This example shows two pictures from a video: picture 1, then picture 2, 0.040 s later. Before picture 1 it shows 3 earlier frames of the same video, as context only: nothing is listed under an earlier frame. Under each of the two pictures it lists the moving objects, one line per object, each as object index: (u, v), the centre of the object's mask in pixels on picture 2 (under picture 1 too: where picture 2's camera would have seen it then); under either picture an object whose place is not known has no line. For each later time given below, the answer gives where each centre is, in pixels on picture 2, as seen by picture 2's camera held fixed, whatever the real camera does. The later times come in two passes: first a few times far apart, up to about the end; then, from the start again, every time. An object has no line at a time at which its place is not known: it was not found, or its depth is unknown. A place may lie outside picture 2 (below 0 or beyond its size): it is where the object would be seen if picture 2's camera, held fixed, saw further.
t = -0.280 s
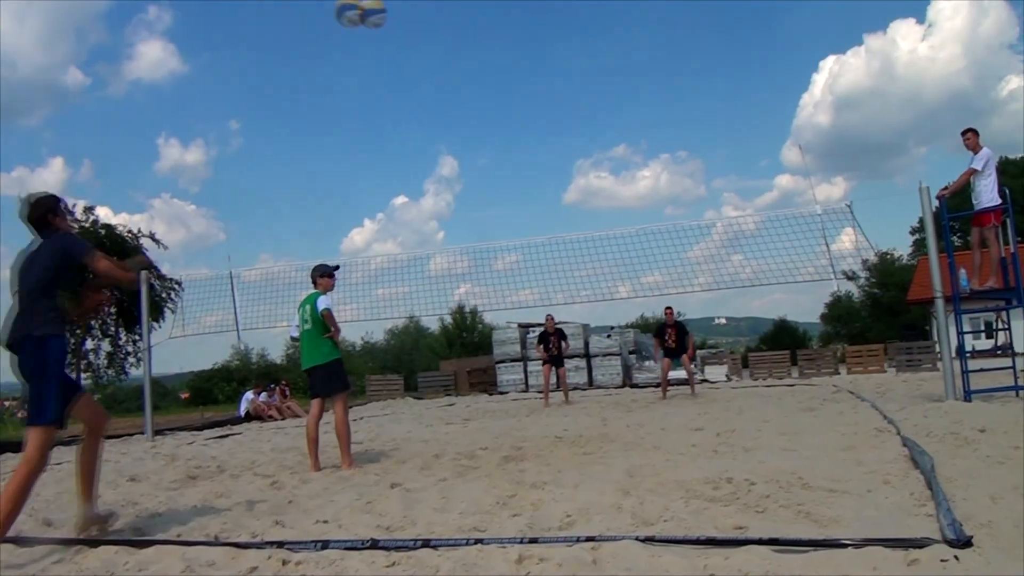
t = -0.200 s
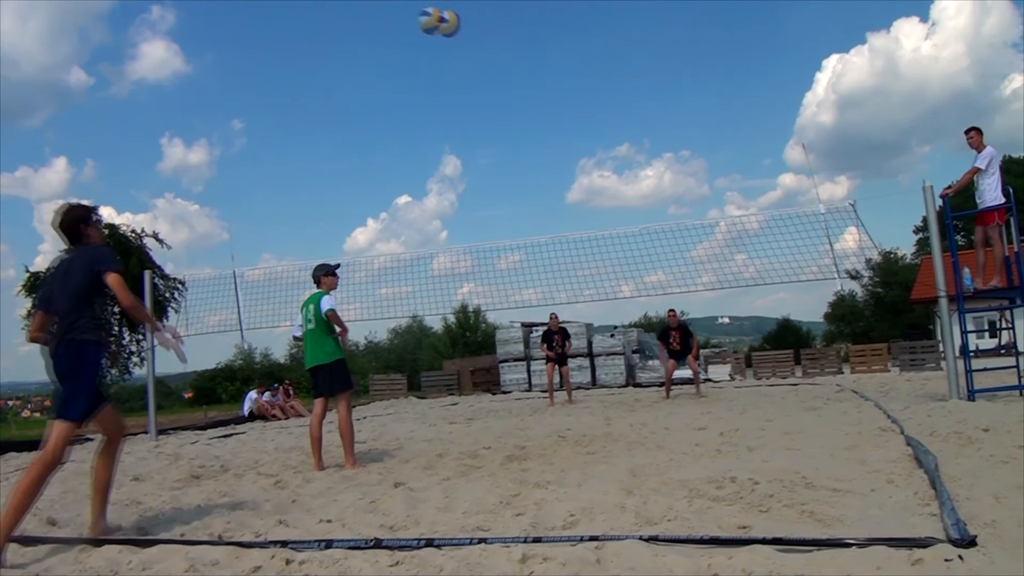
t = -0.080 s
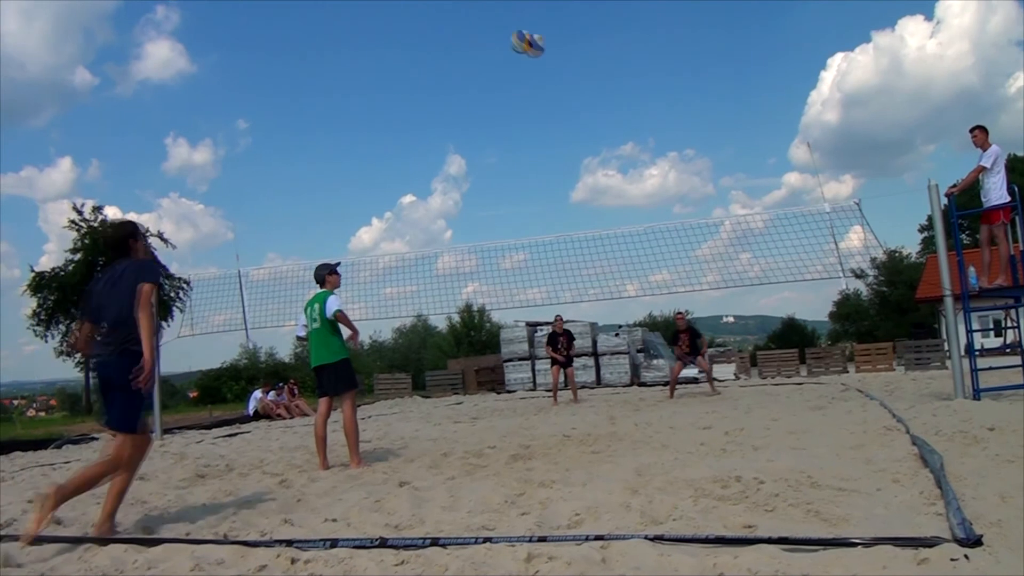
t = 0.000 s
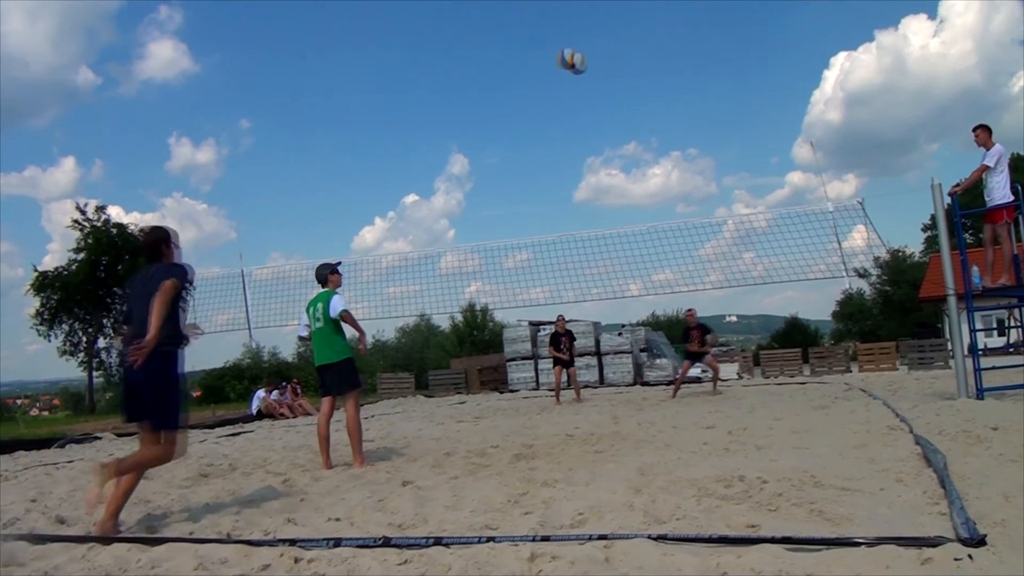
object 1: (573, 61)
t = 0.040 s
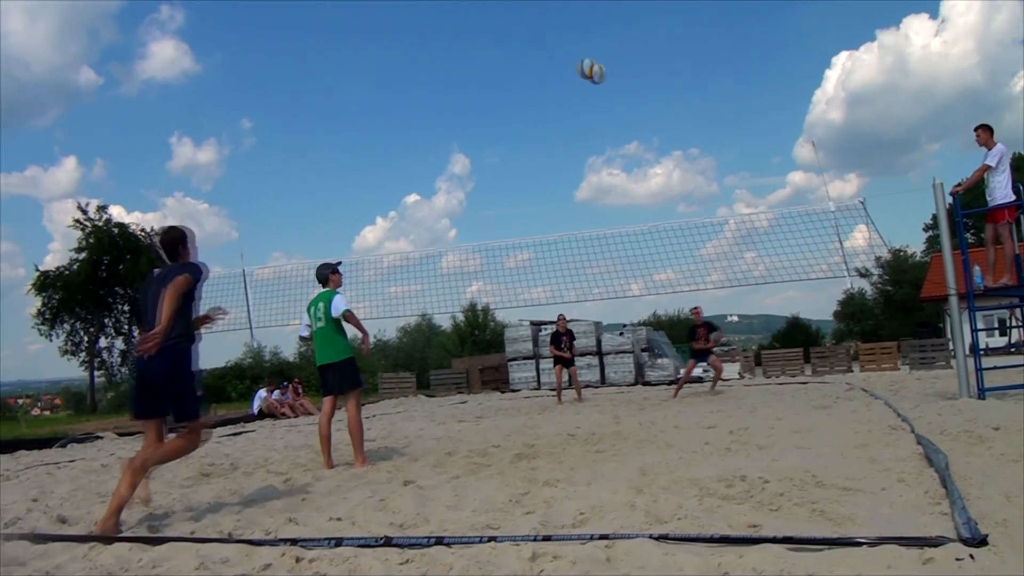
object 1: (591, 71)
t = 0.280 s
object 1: (676, 140)
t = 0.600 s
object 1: (743, 249)
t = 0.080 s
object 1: (608, 82)
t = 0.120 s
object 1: (624, 93)
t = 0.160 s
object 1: (639, 104)
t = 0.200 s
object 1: (652, 116)
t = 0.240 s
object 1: (665, 128)
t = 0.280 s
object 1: (676, 140)
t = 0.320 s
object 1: (686, 153)
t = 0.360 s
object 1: (695, 166)
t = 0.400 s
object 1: (704, 179)
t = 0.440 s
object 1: (713, 192)
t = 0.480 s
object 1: (721, 206)
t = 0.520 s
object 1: (727, 218)
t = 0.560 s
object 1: (735, 232)
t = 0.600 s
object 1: (743, 249)
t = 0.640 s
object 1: (750, 264)
